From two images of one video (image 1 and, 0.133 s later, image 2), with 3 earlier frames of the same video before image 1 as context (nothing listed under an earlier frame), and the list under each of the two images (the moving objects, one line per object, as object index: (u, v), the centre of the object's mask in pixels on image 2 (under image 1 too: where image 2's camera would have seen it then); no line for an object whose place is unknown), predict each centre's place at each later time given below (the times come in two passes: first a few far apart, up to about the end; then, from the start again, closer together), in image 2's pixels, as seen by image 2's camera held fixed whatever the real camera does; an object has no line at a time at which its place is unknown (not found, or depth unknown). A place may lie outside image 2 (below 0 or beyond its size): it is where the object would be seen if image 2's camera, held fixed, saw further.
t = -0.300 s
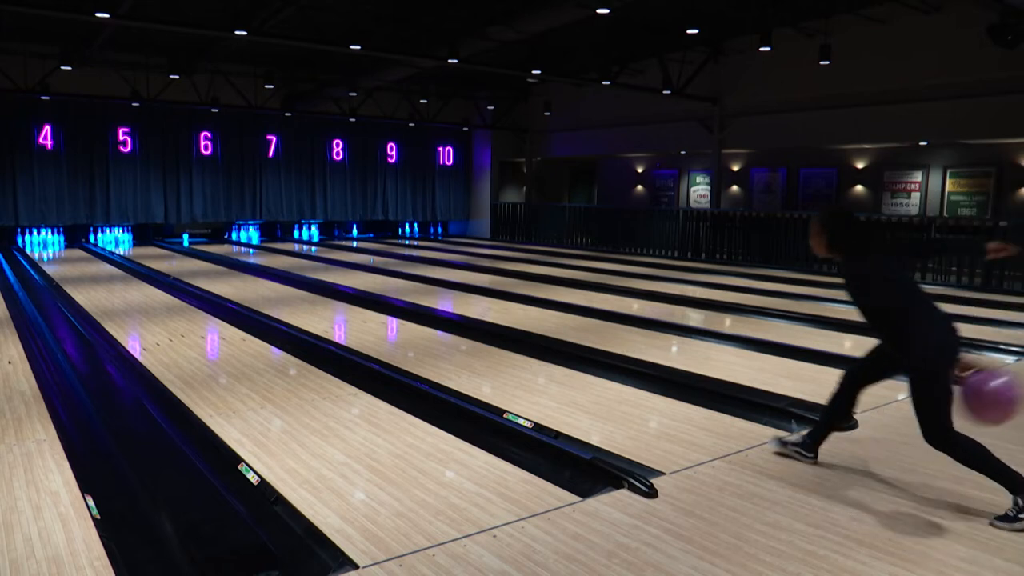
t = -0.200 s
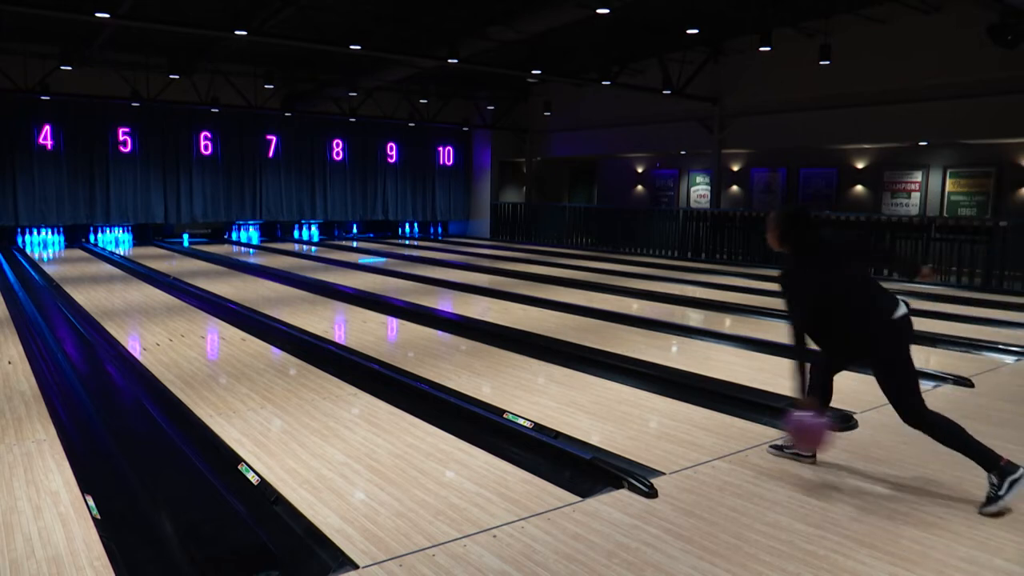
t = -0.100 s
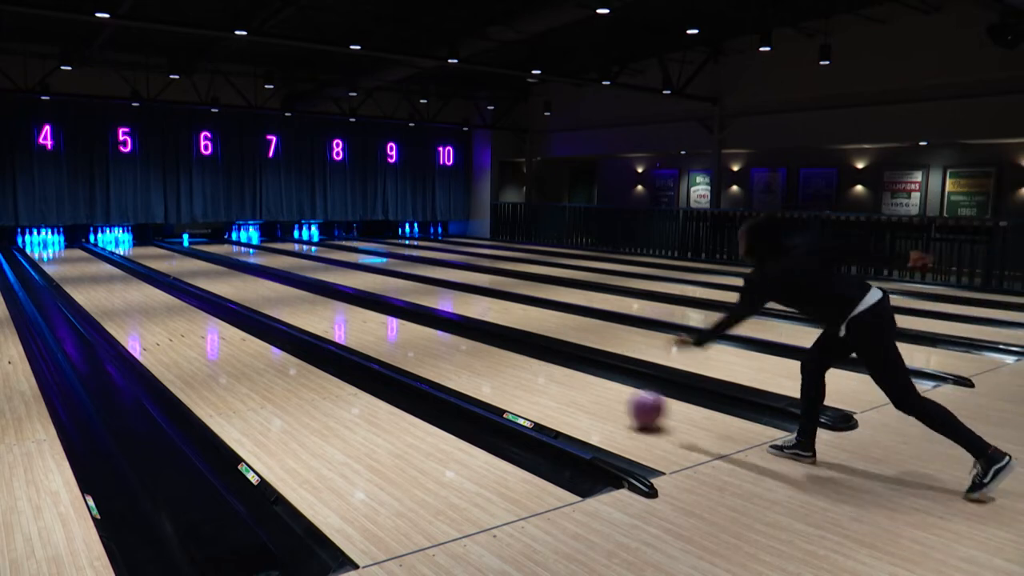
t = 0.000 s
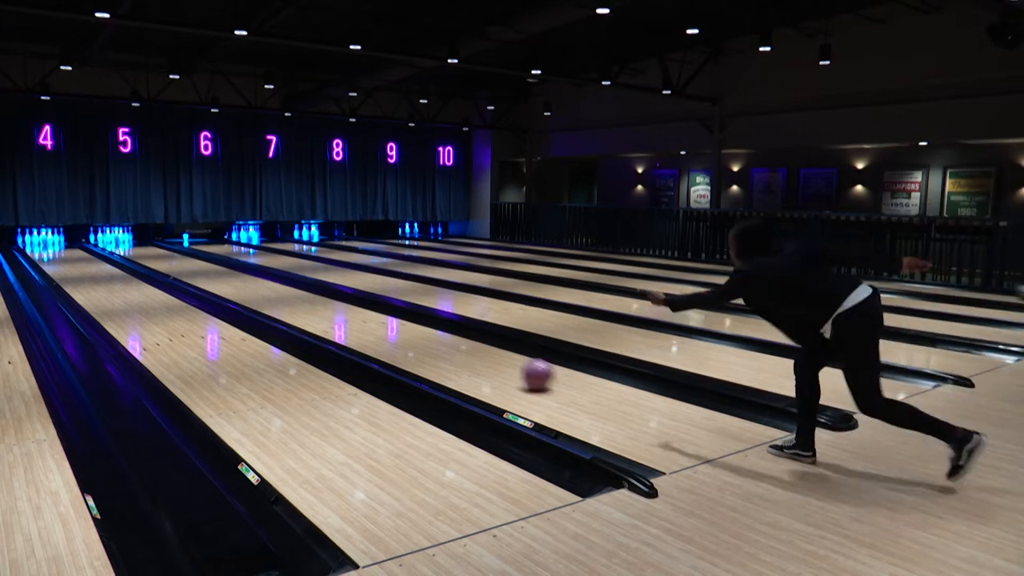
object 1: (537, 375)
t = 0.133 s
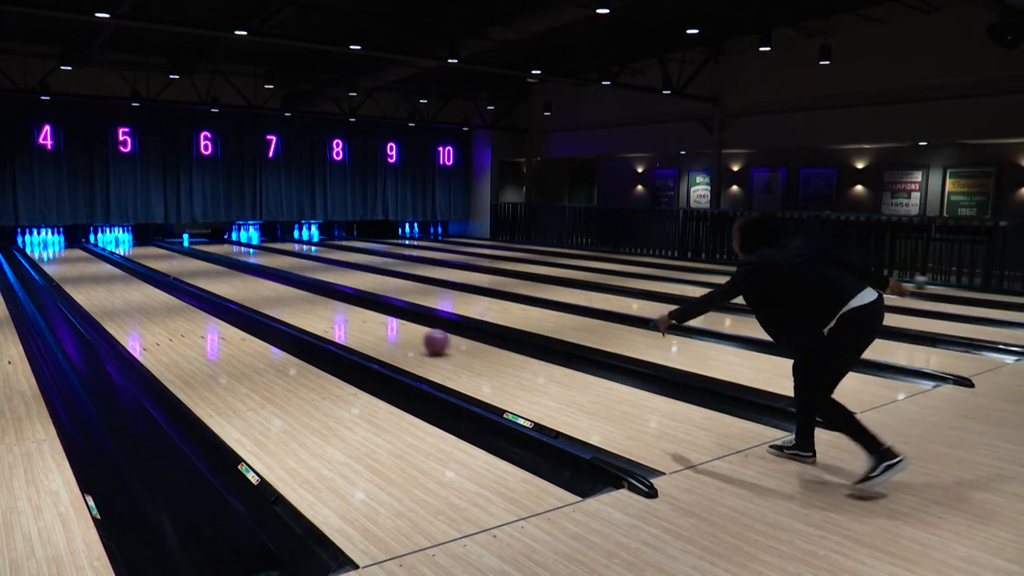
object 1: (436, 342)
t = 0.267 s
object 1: (366, 320)
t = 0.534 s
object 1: (274, 290)
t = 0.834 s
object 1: (211, 269)
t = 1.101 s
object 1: (175, 257)
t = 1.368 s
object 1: (148, 249)
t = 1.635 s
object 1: (133, 244)
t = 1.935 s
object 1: (119, 241)
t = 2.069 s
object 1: (115, 240)
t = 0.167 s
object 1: (416, 335)
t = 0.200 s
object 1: (398, 330)
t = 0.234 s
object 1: (380, 325)
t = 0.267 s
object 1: (366, 320)
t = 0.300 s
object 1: (351, 314)
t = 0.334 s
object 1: (337, 310)
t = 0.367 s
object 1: (326, 306)
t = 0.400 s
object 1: (313, 302)
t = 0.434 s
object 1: (303, 299)
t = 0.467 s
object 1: (292, 296)
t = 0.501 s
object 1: (283, 292)
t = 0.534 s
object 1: (274, 290)
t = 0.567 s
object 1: (265, 287)
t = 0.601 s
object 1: (257, 284)
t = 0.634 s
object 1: (250, 282)
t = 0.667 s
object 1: (243, 279)
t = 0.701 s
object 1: (236, 277)
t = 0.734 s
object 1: (229, 275)
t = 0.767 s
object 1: (223, 273)
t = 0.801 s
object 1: (217, 271)
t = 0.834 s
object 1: (211, 269)
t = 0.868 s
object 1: (207, 268)
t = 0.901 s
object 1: (201, 266)
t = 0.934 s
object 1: (196, 264)
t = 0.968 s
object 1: (191, 263)
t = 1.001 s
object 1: (187, 261)
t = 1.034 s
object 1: (183, 260)
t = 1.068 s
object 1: (179, 259)
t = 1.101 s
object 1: (175, 257)
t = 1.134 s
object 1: (171, 256)
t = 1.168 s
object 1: (168, 255)
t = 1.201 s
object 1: (164, 254)
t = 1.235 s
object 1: (160, 253)
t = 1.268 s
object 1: (157, 252)
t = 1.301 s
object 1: (154, 251)
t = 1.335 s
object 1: (151, 250)
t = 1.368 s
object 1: (148, 249)
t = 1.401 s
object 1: (145, 248)
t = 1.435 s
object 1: (143, 247)
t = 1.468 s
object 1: (140, 246)
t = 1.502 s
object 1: (138, 246)
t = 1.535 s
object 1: (136, 245)
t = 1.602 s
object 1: (134, 244)
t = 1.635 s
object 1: (133, 244)
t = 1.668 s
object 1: (131, 244)
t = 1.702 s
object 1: (130, 243)
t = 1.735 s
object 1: (128, 243)
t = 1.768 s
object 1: (126, 242)
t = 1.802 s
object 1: (124, 242)
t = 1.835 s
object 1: (123, 241)
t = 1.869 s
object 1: (122, 241)
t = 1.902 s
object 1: (120, 241)
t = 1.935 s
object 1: (119, 241)
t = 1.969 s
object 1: (119, 242)
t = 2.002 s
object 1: (118, 241)
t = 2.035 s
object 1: (116, 241)
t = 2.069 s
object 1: (115, 240)
